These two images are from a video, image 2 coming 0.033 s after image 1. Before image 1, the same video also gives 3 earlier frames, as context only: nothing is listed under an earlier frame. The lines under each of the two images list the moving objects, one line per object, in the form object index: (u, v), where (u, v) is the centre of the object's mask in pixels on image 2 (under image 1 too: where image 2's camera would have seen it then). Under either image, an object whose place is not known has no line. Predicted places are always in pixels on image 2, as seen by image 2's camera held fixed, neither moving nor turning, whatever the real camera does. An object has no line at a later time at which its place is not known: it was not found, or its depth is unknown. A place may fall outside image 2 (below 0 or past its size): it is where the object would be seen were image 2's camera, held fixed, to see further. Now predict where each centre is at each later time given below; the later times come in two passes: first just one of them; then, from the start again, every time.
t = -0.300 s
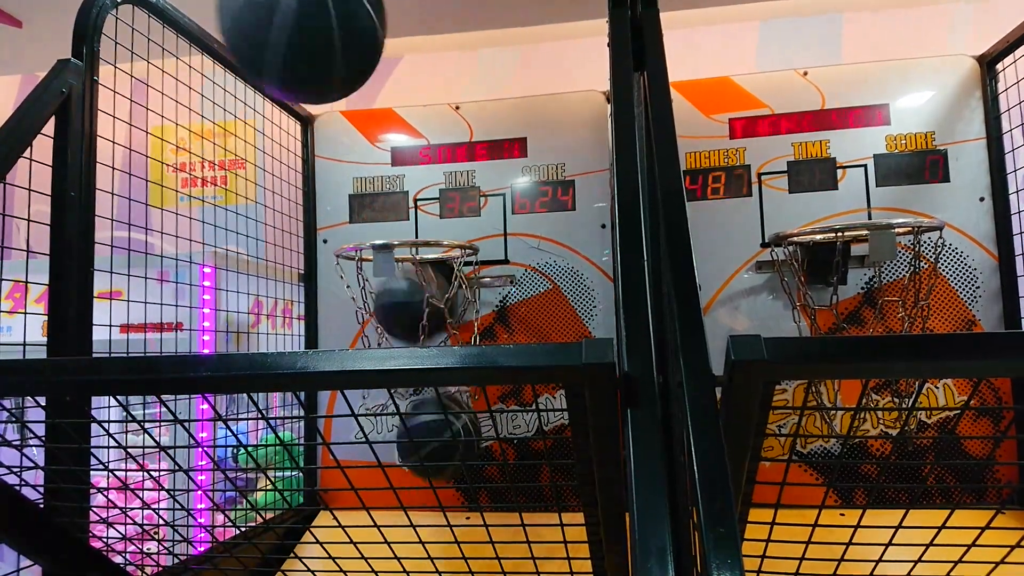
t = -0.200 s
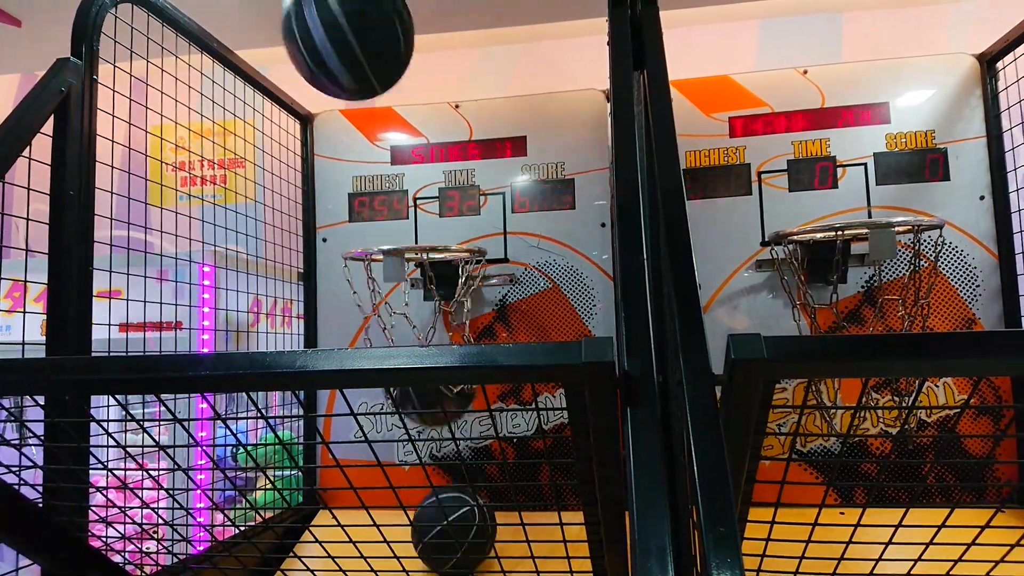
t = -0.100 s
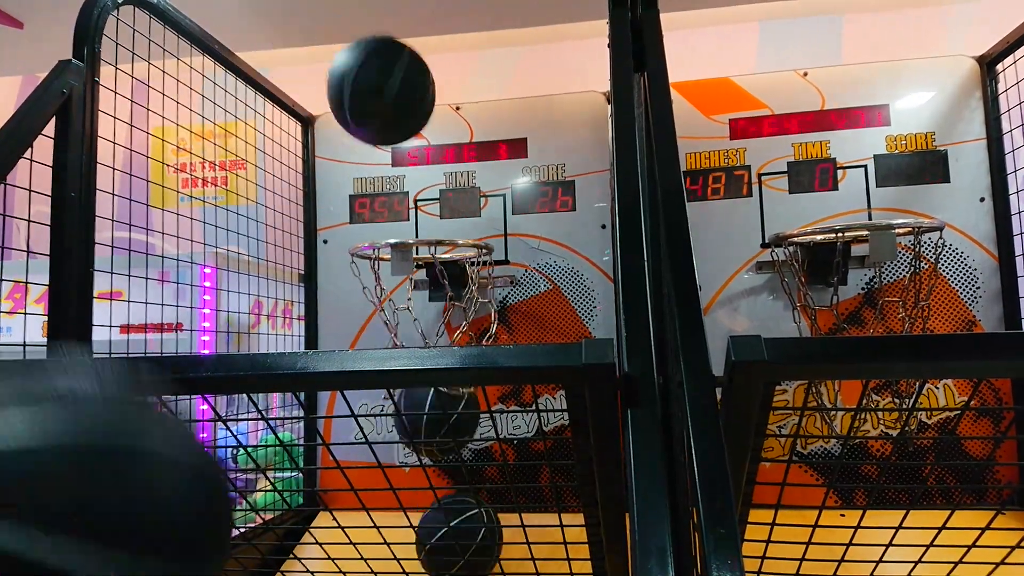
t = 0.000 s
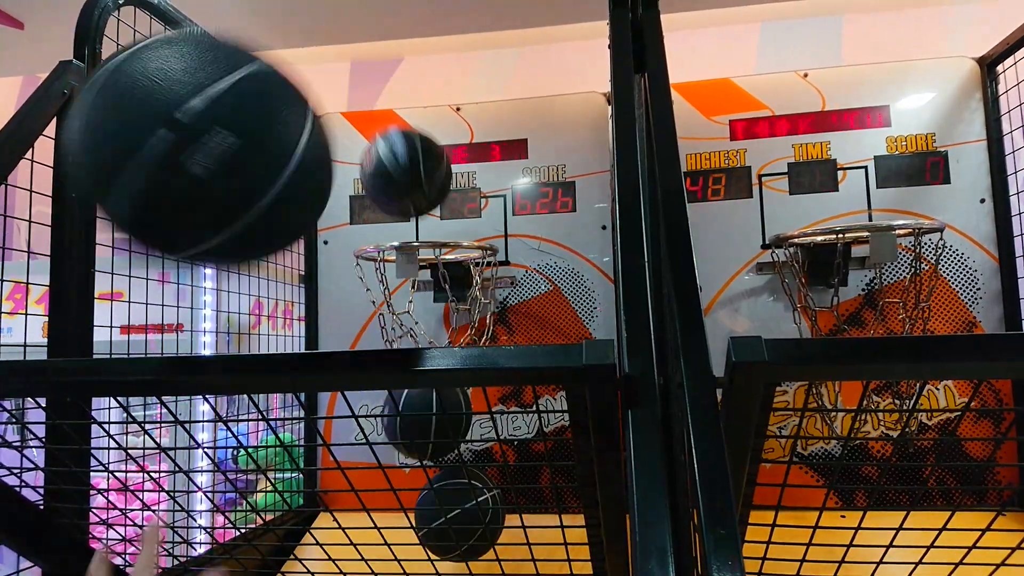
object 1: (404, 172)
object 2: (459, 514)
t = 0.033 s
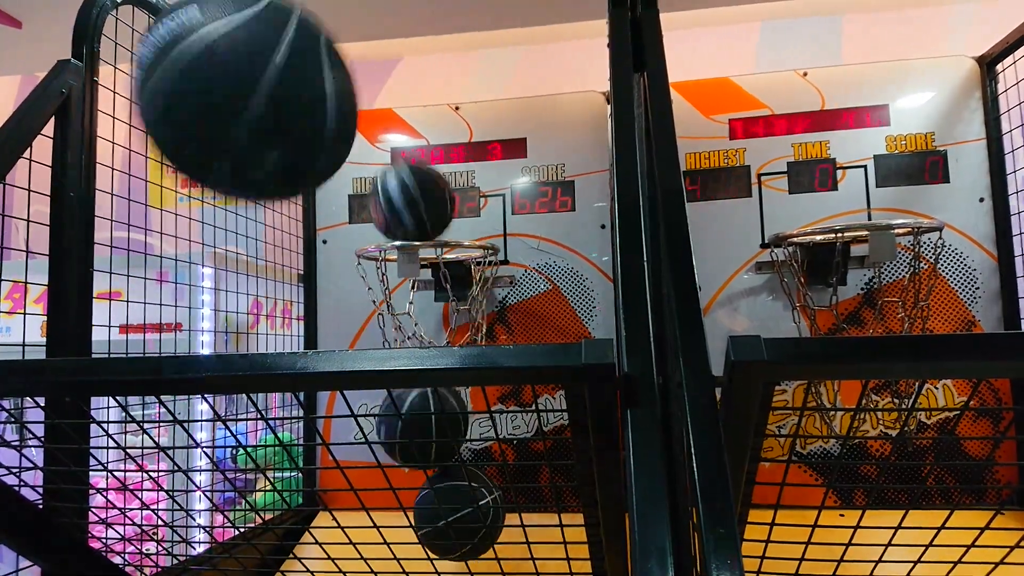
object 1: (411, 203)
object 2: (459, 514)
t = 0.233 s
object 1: (441, 321)
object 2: (472, 554)
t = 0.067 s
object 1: (417, 221)
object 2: (460, 519)
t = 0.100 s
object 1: (422, 277)
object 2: (463, 533)
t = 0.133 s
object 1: (423, 300)
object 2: (466, 545)
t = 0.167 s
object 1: (432, 311)
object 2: (469, 557)
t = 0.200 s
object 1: (436, 316)
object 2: (470, 555)
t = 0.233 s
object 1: (441, 321)
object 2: (472, 554)
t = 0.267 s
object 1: (439, 327)
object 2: (477, 560)
